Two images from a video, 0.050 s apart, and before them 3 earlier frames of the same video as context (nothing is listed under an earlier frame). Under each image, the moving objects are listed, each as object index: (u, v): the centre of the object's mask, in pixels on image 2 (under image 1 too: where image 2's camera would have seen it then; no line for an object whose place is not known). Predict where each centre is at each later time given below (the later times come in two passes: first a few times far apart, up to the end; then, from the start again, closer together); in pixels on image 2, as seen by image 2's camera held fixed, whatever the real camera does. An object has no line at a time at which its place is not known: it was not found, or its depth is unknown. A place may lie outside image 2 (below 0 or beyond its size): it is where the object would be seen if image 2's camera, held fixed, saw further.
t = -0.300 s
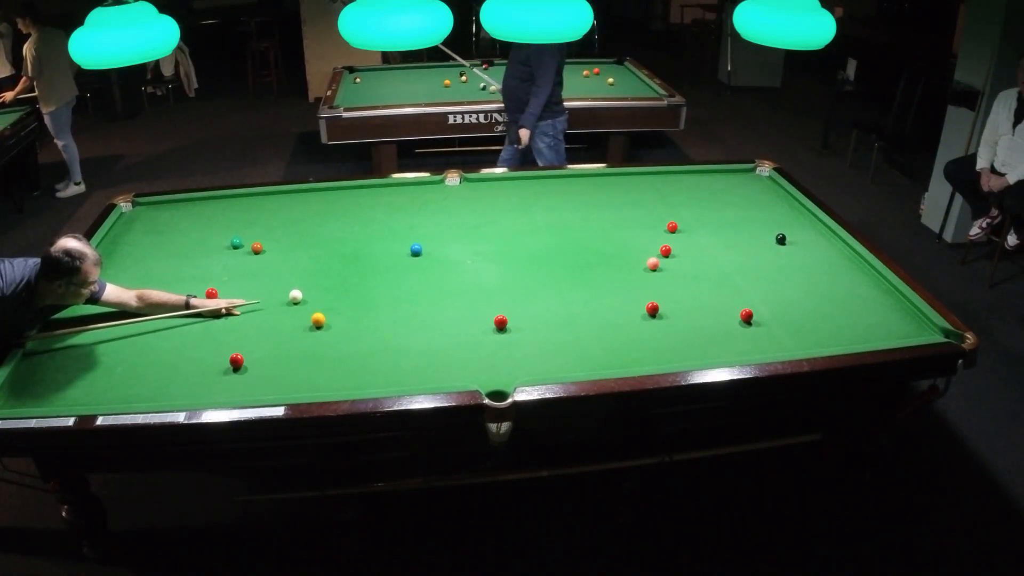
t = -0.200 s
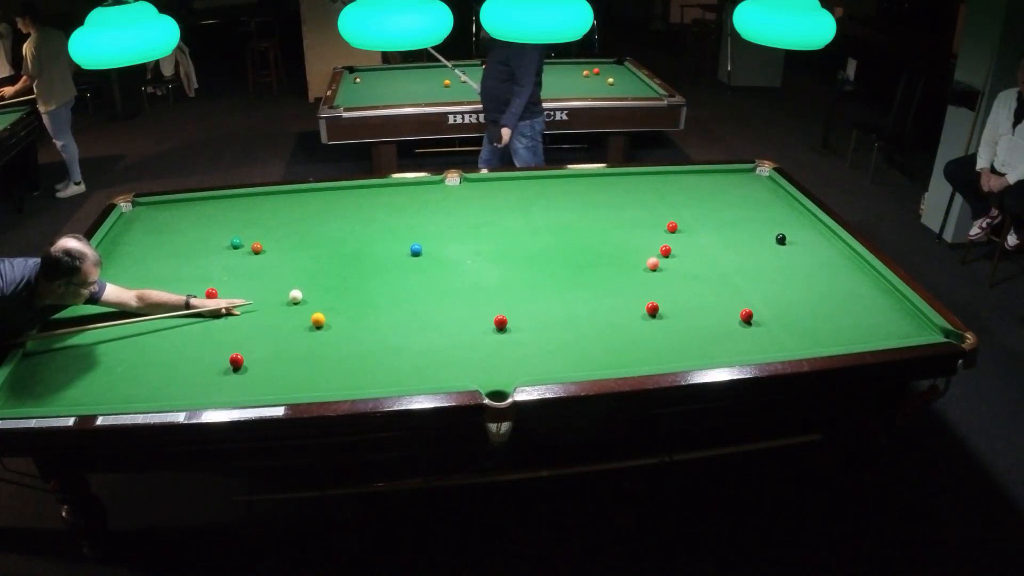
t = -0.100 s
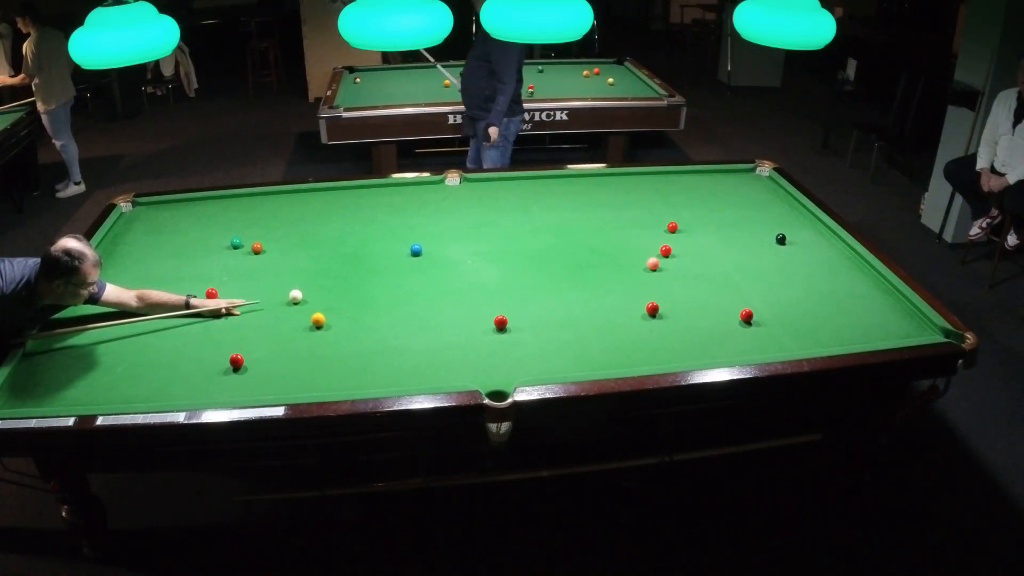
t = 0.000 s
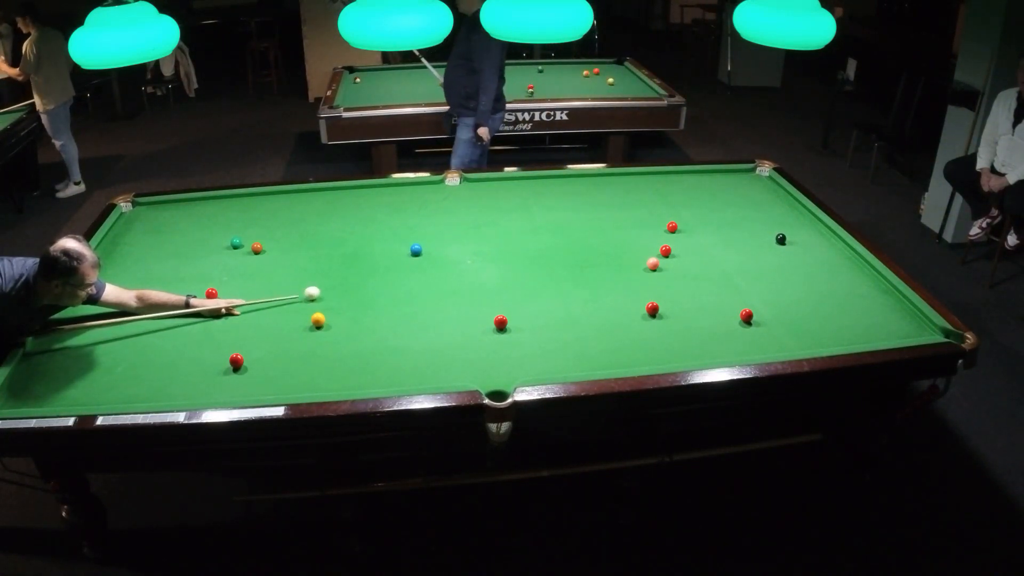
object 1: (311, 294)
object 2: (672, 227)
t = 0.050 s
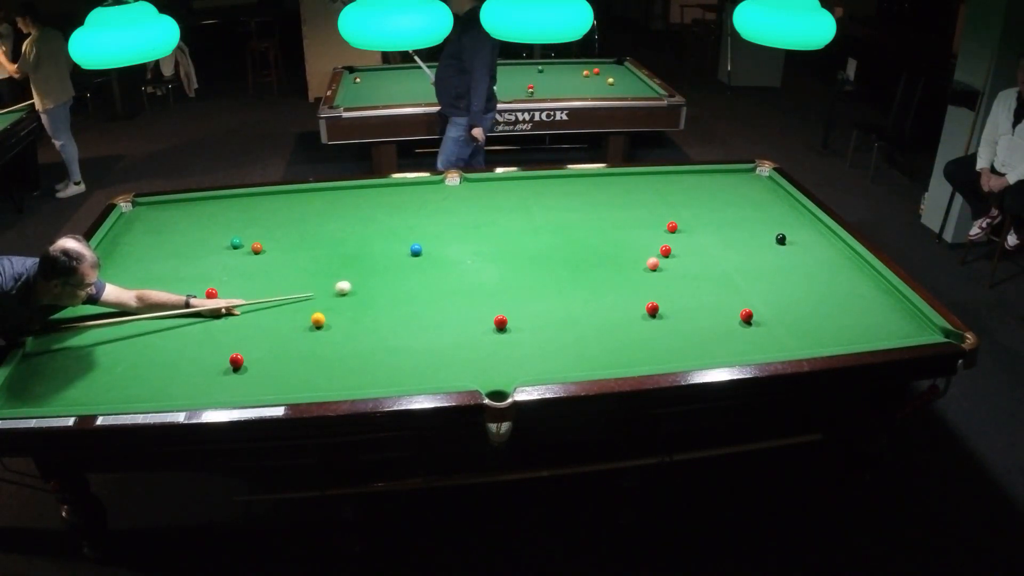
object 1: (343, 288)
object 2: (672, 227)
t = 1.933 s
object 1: (796, 247)
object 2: (760, 181)
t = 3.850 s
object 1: (831, 282)
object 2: (629, 188)
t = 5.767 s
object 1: (817, 291)
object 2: (574, 202)
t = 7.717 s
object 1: (817, 291)
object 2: (567, 204)
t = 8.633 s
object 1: (817, 291)
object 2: (567, 204)
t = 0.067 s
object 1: (353, 286)
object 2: (672, 227)
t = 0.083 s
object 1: (362, 285)
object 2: (672, 227)
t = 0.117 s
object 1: (380, 281)
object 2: (672, 227)
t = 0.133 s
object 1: (388, 280)
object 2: (672, 227)
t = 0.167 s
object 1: (405, 277)
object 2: (672, 227)
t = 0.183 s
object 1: (413, 276)
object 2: (672, 227)
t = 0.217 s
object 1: (427, 273)
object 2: (672, 227)
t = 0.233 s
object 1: (435, 272)
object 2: (672, 227)
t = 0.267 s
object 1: (448, 269)
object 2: (672, 227)
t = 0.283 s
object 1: (455, 268)
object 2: (672, 227)
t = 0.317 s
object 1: (468, 265)
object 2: (672, 227)
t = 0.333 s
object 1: (475, 264)
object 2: (672, 227)
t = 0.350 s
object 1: (481, 263)
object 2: (672, 227)
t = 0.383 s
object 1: (494, 261)
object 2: (672, 227)
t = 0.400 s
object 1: (501, 260)
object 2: (672, 227)
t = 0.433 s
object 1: (513, 257)
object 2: (672, 227)
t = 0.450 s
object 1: (519, 256)
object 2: (672, 227)
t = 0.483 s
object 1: (531, 254)
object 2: (672, 227)
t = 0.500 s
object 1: (538, 253)
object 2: (672, 227)
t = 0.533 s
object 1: (550, 251)
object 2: (672, 227)
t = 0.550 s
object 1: (556, 250)
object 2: (672, 227)
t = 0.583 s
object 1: (565, 248)
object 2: (672, 227)
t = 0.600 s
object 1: (571, 247)
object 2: (672, 227)
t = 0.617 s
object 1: (576, 246)
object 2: (672, 227)
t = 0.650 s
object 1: (588, 244)
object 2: (672, 227)
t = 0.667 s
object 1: (594, 243)
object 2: (672, 227)
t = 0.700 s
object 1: (605, 241)
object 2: (672, 227)
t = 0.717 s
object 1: (610, 240)
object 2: (672, 227)
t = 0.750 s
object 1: (621, 238)
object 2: (672, 227)
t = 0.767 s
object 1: (626, 237)
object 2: (672, 227)
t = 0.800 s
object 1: (637, 235)
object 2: (672, 227)
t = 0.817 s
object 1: (642, 234)
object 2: (672, 227)
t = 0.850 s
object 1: (652, 233)
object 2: (672, 227)
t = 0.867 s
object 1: (658, 232)
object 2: (672, 227)
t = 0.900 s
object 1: (665, 230)
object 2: (674, 226)
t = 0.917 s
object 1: (667, 231)
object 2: (677, 225)
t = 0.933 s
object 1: (669, 232)
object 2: (680, 223)
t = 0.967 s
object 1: (674, 232)
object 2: (685, 221)
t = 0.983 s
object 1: (675, 233)
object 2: (688, 220)
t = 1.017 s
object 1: (680, 233)
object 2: (692, 218)
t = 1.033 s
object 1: (682, 234)
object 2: (694, 217)
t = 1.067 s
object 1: (687, 234)
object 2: (698, 216)
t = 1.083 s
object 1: (689, 234)
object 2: (701, 215)
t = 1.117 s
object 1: (693, 235)
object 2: (705, 213)
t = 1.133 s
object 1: (696, 235)
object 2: (707, 212)
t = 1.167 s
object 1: (700, 236)
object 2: (711, 211)
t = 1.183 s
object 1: (702, 236)
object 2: (713, 210)
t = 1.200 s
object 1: (705, 236)
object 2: (714, 209)
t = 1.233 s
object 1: (709, 237)
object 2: (718, 207)
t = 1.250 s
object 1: (711, 237)
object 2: (720, 207)
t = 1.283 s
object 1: (716, 237)
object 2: (724, 205)
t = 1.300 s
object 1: (718, 238)
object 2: (726, 204)
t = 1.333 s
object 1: (723, 238)
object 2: (730, 203)
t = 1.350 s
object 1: (725, 238)
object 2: (731, 202)
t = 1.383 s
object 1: (729, 239)
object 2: (735, 201)
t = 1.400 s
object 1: (732, 239)
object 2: (737, 200)
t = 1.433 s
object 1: (736, 239)
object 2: (740, 198)
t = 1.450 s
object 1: (738, 239)
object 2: (742, 198)
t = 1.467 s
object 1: (740, 240)
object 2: (744, 197)
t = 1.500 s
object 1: (744, 240)
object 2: (747, 196)
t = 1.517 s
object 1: (747, 240)
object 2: (749, 195)
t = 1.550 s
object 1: (751, 241)
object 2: (752, 194)
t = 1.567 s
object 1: (753, 241)
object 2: (754, 193)
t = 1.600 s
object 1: (757, 241)
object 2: (757, 192)
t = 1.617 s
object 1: (759, 241)
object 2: (758, 191)
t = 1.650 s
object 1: (763, 242)
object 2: (762, 190)
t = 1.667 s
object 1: (766, 242)
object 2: (763, 189)
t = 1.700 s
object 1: (770, 242)
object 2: (766, 188)
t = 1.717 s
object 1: (771, 243)
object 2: (768, 187)
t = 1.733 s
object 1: (774, 243)
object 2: (769, 186)
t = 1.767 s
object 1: (778, 243)
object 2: (772, 185)
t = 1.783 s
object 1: (780, 243)
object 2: (774, 185)
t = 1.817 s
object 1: (783, 244)
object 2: (774, 184)
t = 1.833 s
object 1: (785, 245)
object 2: (772, 183)
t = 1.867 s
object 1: (789, 245)
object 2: (768, 183)
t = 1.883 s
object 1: (790, 246)
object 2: (766, 182)
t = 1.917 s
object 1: (794, 247)
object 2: (762, 182)
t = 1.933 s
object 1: (796, 247)
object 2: (760, 181)
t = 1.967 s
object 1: (800, 248)
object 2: (756, 181)
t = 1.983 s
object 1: (801, 248)
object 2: (754, 180)
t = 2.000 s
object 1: (803, 249)
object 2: (752, 180)
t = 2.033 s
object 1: (807, 249)
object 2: (748, 180)
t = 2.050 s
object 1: (809, 250)
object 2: (746, 179)
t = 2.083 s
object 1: (812, 251)
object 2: (742, 179)
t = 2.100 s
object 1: (814, 251)
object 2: (740, 178)
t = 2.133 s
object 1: (817, 252)
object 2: (736, 178)
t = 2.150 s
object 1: (819, 252)
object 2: (734, 178)
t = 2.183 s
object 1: (822, 253)
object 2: (730, 177)
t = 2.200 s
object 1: (824, 253)
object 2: (728, 177)
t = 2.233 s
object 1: (827, 254)
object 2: (725, 176)
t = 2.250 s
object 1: (829, 254)
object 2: (723, 176)
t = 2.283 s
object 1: (833, 255)
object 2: (719, 175)
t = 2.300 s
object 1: (834, 255)
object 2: (717, 175)
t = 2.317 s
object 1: (836, 256)
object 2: (715, 175)
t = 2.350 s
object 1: (839, 257)
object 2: (711, 174)
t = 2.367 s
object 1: (841, 257)
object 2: (709, 174)
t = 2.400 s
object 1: (844, 258)
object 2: (706, 173)
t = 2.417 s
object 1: (846, 258)
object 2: (704, 173)
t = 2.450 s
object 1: (849, 258)
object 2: (700, 172)
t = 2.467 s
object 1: (850, 259)
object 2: (698, 172)
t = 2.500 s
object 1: (854, 260)
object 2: (696, 172)
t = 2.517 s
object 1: (855, 260)
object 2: (695, 172)
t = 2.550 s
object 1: (859, 261)
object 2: (693, 173)
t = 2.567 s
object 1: (860, 261)
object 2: (692, 173)
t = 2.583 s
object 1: (862, 262)
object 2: (691, 173)
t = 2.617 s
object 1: (862, 262)
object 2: (689, 173)
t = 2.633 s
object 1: (862, 262)
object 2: (688, 174)
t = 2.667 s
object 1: (861, 263)
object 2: (687, 174)
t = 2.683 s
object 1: (860, 263)
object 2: (686, 174)
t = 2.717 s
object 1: (859, 264)
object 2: (684, 175)
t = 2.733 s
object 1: (859, 264)
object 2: (683, 175)
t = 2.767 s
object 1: (858, 265)
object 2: (681, 175)
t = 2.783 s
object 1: (857, 265)
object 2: (680, 176)
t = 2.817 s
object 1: (856, 266)
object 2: (679, 176)
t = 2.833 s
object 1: (856, 266)
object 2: (678, 176)
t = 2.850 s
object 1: (855, 266)
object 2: (677, 177)
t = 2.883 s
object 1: (854, 267)
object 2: (675, 177)
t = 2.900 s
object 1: (854, 267)
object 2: (674, 177)
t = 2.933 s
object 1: (853, 268)
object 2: (673, 178)
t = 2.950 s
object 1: (852, 268)
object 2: (672, 178)
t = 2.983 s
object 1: (851, 269)
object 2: (670, 178)
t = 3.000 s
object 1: (851, 269)
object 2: (669, 179)
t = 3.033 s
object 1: (850, 270)
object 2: (668, 179)
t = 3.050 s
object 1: (850, 270)
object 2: (667, 179)
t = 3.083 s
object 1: (849, 271)
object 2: (665, 180)
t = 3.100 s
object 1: (848, 271)
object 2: (664, 180)
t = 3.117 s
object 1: (848, 271)
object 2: (663, 180)
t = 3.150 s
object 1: (847, 271)
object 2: (662, 181)
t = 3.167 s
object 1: (846, 272)
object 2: (661, 181)
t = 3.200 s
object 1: (846, 273)
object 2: (659, 181)
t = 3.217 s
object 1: (845, 273)
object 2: (658, 181)
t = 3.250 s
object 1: (844, 273)
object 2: (657, 182)
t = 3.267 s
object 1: (844, 274)
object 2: (656, 182)
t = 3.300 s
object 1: (843, 274)
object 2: (654, 182)
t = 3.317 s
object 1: (843, 275)
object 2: (654, 183)
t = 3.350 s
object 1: (842, 275)
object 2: (652, 183)
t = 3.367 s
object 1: (842, 275)
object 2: (651, 183)
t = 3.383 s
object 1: (841, 276)
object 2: (650, 183)
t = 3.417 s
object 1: (841, 276)
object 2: (649, 184)
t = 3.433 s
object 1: (840, 277)
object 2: (648, 184)
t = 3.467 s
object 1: (839, 277)
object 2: (646, 184)
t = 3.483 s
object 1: (839, 277)
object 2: (646, 185)
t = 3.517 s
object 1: (838, 278)
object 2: (644, 185)
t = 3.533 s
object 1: (838, 278)
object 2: (643, 185)
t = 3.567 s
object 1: (837, 278)
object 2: (642, 186)
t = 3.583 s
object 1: (837, 279)
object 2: (641, 186)
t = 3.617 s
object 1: (836, 279)
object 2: (639, 186)
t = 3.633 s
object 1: (836, 279)
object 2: (639, 186)
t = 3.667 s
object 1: (835, 280)
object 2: (637, 186)
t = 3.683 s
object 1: (835, 280)
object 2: (636, 187)
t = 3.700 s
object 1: (834, 280)
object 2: (636, 187)
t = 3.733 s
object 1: (834, 280)
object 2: (634, 187)
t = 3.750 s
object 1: (833, 281)
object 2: (633, 187)
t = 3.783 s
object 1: (833, 281)
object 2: (632, 188)
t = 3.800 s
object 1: (832, 281)
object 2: (631, 188)
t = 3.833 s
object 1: (832, 282)
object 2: (630, 188)
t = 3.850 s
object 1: (831, 282)
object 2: (629, 188)
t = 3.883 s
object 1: (831, 282)
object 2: (628, 189)
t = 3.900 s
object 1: (831, 283)
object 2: (627, 189)
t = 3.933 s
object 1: (830, 283)
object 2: (626, 189)
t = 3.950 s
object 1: (830, 283)
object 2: (625, 189)
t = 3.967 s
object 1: (829, 283)
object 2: (624, 190)
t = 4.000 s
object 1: (829, 284)
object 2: (623, 190)
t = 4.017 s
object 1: (829, 284)
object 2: (622, 190)
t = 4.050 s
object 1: (828, 284)
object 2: (621, 190)
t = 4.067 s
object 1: (828, 285)
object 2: (620, 190)
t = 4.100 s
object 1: (827, 285)
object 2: (619, 191)
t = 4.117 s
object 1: (827, 285)
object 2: (618, 191)
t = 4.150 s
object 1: (826, 285)
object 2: (617, 191)
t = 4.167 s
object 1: (826, 286)
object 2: (616, 191)
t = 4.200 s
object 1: (826, 286)
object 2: (615, 192)
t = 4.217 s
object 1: (825, 286)
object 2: (614, 192)
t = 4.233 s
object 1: (825, 286)
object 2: (614, 192)
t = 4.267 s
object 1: (825, 286)
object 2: (612, 192)
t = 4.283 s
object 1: (824, 287)
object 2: (612, 192)
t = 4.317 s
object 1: (824, 287)
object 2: (610, 193)
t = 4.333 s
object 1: (824, 287)
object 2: (610, 193)
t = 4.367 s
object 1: (823, 287)
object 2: (609, 193)
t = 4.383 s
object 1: (823, 287)
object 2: (608, 193)
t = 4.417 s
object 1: (823, 287)
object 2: (607, 193)
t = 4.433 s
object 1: (823, 288)
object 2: (606, 194)
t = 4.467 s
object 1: (822, 288)
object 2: (605, 194)
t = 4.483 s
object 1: (822, 288)
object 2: (605, 194)
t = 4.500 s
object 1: (822, 288)
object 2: (604, 194)
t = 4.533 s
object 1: (821, 288)
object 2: (603, 194)
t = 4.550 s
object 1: (821, 288)
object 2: (602, 194)
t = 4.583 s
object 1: (821, 288)
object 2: (601, 195)
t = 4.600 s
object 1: (820, 289)
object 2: (601, 195)
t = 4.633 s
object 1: (820, 289)
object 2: (600, 195)
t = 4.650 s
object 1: (820, 289)
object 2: (599, 195)
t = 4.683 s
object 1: (820, 289)
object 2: (598, 195)
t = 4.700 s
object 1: (820, 289)
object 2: (598, 196)
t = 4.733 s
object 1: (819, 289)
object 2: (597, 196)
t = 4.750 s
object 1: (819, 289)
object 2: (596, 196)
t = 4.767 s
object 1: (819, 289)
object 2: (595, 196)
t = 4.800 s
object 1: (819, 289)
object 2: (594, 196)
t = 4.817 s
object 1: (819, 289)
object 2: (594, 196)
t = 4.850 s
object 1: (818, 290)
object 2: (593, 197)
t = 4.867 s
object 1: (818, 290)
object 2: (593, 197)
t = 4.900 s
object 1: (818, 290)
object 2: (592, 197)
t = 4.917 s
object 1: (818, 290)
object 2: (591, 197)
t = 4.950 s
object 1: (818, 290)
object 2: (590, 197)
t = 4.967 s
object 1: (818, 290)
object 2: (590, 197)
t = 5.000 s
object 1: (817, 290)
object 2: (589, 198)
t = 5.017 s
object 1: (817, 290)
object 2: (589, 198)
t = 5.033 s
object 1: (817, 290)
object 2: (588, 198)
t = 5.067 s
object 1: (817, 290)
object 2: (587, 198)
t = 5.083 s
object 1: (817, 290)
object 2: (587, 198)
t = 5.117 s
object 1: (817, 290)
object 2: (586, 198)
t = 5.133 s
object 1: (817, 290)
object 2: (586, 199)
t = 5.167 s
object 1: (817, 291)
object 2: (585, 199)
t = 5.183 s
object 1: (817, 291)
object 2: (585, 199)
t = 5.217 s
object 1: (817, 291)
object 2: (584, 199)
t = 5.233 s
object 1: (817, 291)
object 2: (583, 199)
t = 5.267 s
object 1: (817, 291)
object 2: (583, 199)
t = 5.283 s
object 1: (817, 291)
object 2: (582, 199)
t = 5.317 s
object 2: (581, 200)
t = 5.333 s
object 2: (581, 200)
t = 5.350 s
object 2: (581, 200)
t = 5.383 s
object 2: (580, 200)
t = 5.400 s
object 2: (580, 200)
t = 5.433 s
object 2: (579, 200)
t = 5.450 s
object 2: (579, 200)
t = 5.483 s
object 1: (817, 290)
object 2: (578, 201)
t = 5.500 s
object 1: (817, 291)
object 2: (578, 201)
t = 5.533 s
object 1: (817, 291)
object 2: (577, 201)
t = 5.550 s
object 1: (817, 291)
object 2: (577, 201)
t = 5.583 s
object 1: (817, 291)
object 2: (576, 201)
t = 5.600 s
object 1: (817, 291)
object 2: (576, 201)
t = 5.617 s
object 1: (817, 291)
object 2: (576, 201)
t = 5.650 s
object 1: (817, 291)
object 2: (575, 201)
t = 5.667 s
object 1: (817, 291)
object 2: (575, 201)
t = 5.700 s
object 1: (817, 291)
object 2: (575, 202)
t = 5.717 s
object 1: (817, 291)
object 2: (574, 202)
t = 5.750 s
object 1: (817, 291)
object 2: (574, 202)
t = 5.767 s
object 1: (817, 291)
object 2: (574, 202)
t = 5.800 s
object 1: (817, 291)
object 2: (573, 202)
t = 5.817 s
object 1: (817, 291)
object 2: (573, 202)
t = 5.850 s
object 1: (817, 291)
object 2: (572, 202)
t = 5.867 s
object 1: (817, 291)
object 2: (572, 202)
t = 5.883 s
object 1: (817, 291)
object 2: (572, 202)
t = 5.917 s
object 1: (817, 291)
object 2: (572, 202)
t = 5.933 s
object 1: (817, 291)
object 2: (571, 202)
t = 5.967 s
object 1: (817, 291)
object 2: (571, 202)
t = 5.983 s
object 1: (817, 291)
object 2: (571, 202)
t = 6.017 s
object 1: (817, 291)
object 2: (570, 203)
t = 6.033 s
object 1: (817, 291)
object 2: (570, 203)
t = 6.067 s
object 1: (817, 291)
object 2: (570, 203)
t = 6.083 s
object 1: (817, 291)
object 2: (570, 203)
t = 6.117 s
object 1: (817, 291)
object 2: (570, 203)
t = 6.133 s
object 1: (817, 291)
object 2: (570, 203)
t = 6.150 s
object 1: (817, 291)
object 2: (569, 203)
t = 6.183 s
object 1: (817, 291)
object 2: (569, 203)
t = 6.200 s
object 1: (817, 291)
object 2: (569, 203)
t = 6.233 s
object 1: (817, 291)
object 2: (569, 203)
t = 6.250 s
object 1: (817, 291)
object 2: (569, 203)
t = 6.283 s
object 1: (817, 291)
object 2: (569, 203)
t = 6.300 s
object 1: (817, 291)
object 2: (569, 203)
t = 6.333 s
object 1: (817, 291)
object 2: (568, 203)
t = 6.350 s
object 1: (817, 291)
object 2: (568, 203)
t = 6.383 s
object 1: (817, 291)
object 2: (568, 203)
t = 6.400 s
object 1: (817, 291)
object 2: (568, 203)
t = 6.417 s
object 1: (817, 291)
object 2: (568, 203)
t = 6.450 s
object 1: (817, 291)
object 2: (568, 203)
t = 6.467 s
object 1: (817, 291)
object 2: (568, 203)
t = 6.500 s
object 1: (817, 291)
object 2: (568, 203)
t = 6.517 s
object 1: (817, 291)
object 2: (567, 204)
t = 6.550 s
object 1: (817, 291)
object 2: (567, 204)
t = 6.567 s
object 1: (817, 291)
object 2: (567, 204)
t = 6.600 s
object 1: (817, 291)
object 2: (567, 204)
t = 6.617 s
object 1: (817, 291)
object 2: (567, 204)
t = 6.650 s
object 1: (817, 291)
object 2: (567, 204)
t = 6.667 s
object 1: (817, 291)
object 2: (567, 204)
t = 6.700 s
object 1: (817, 291)
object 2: (567, 204)
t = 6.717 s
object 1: (817, 291)
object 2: (567, 204)
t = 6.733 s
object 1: (817, 291)
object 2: (567, 204)
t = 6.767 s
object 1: (817, 291)
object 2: (567, 204)
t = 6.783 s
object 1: (817, 291)
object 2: (567, 204)
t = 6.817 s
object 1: (817, 291)
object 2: (567, 204)
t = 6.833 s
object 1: (817, 291)
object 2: (567, 204)
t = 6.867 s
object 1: (817, 291)
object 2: (567, 204)
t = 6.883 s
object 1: (817, 291)
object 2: (567, 204)
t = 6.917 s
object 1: (817, 291)
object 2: (567, 204)
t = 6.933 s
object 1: (817, 291)
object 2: (567, 204)
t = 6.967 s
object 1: (817, 291)
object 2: (567, 204)
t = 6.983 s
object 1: (817, 291)
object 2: (567, 204)
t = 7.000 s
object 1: (817, 291)
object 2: (567, 204)
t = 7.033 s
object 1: (817, 291)
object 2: (567, 204)
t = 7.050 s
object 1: (817, 291)
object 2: (567, 204)
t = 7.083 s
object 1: (817, 291)
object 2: (567, 204)
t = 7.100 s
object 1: (817, 291)
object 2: (567, 204)
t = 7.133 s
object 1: (817, 291)
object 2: (567, 204)
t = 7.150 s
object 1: (817, 291)
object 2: (567, 204)
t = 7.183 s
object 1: (817, 291)
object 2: (567, 204)
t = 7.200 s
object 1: (817, 291)
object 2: (567, 204)
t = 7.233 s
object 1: (817, 291)
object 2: (567, 204)
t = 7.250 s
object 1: (817, 291)
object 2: (567, 204)
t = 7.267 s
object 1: (817, 291)
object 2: (567, 204)
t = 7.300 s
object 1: (817, 291)
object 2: (567, 204)
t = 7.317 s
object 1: (817, 291)
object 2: (567, 204)
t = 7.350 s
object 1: (817, 291)
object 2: (567, 204)
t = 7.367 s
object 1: (817, 291)
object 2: (567, 204)
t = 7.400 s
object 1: (817, 291)
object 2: (567, 204)
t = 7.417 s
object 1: (817, 291)
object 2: (567, 204)
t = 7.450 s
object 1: (817, 291)
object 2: (567, 204)
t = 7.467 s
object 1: (817, 291)
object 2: (567, 204)
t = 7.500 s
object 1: (817, 291)
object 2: (567, 204)
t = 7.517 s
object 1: (817, 291)
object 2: (567, 204)
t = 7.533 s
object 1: (817, 291)
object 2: (567, 204)
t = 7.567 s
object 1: (817, 291)
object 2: (567, 204)
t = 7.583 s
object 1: (817, 291)
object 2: (567, 204)
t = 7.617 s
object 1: (817, 291)
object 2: (567, 204)
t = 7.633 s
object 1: (817, 291)
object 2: (567, 204)
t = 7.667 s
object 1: (817, 291)
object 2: (567, 204)
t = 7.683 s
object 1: (817, 291)
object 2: (567, 204)
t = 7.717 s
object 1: (817, 291)
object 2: (567, 204)
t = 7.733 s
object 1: (817, 291)
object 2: (567, 204)
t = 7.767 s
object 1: (817, 291)
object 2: (567, 204)
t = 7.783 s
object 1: (817, 291)
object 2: (567, 204)
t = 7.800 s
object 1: (817, 291)
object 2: (567, 204)
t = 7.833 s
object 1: (817, 291)
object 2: (567, 204)
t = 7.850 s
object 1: (817, 291)
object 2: (567, 204)
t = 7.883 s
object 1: (817, 291)
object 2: (567, 204)
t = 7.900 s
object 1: (817, 291)
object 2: (567, 204)
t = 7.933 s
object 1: (817, 291)
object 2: (567, 204)
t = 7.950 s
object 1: (817, 291)
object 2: (567, 204)
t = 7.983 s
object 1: (817, 291)
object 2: (567, 204)
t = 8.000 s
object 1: (817, 291)
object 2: (567, 204)
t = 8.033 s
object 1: (817, 291)
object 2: (567, 204)
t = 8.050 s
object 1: (817, 291)
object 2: (567, 204)
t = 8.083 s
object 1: (817, 291)
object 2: (567, 204)
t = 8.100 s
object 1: (817, 291)
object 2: (567, 204)
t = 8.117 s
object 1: (817, 291)
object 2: (567, 204)
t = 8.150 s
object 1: (817, 291)
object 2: (567, 204)
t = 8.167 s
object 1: (817, 291)
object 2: (567, 204)
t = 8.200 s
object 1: (817, 291)
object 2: (567, 204)
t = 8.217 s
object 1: (817, 291)
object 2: (567, 204)
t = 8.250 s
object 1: (817, 291)
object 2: (567, 204)
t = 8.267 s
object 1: (817, 291)
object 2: (567, 204)
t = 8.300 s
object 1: (817, 291)
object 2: (567, 204)
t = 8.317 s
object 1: (817, 291)
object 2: (567, 204)
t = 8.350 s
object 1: (817, 291)
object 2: (567, 204)
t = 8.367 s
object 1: (817, 291)
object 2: (567, 204)
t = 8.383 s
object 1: (817, 291)
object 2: (567, 204)
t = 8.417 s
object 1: (817, 291)
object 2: (567, 204)
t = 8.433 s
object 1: (817, 291)
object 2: (567, 204)
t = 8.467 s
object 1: (817, 291)
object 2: (567, 204)
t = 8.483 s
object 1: (817, 291)
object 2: (567, 204)
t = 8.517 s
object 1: (817, 291)
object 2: (567, 204)
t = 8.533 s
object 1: (817, 291)
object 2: (567, 204)
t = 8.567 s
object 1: (817, 291)
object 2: (567, 204)
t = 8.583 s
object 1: (817, 291)
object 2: (567, 204)
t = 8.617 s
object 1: (817, 291)
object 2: (567, 204)
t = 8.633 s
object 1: (817, 291)
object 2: (567, 204)
